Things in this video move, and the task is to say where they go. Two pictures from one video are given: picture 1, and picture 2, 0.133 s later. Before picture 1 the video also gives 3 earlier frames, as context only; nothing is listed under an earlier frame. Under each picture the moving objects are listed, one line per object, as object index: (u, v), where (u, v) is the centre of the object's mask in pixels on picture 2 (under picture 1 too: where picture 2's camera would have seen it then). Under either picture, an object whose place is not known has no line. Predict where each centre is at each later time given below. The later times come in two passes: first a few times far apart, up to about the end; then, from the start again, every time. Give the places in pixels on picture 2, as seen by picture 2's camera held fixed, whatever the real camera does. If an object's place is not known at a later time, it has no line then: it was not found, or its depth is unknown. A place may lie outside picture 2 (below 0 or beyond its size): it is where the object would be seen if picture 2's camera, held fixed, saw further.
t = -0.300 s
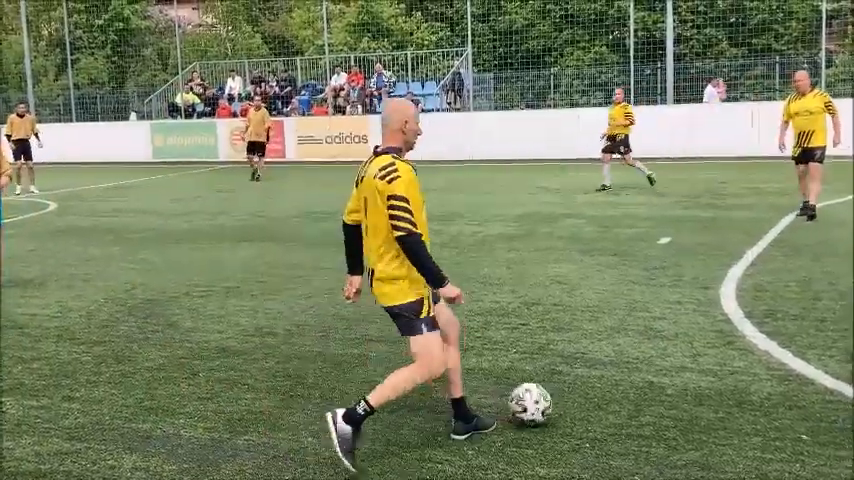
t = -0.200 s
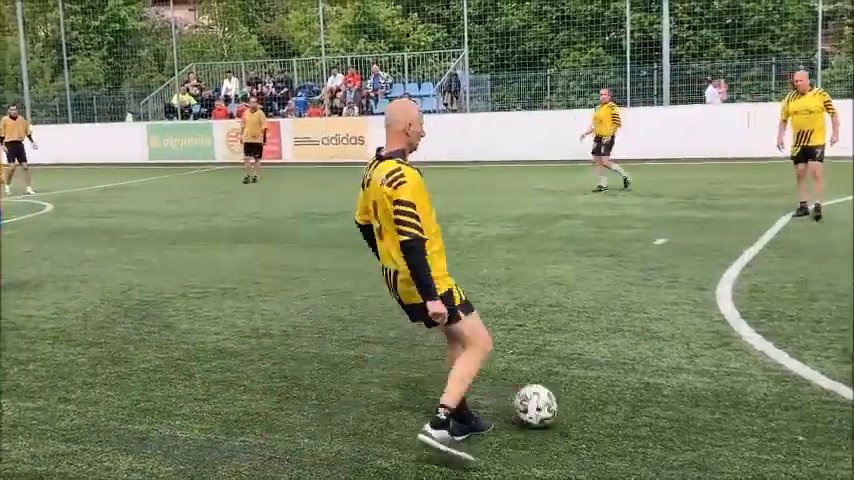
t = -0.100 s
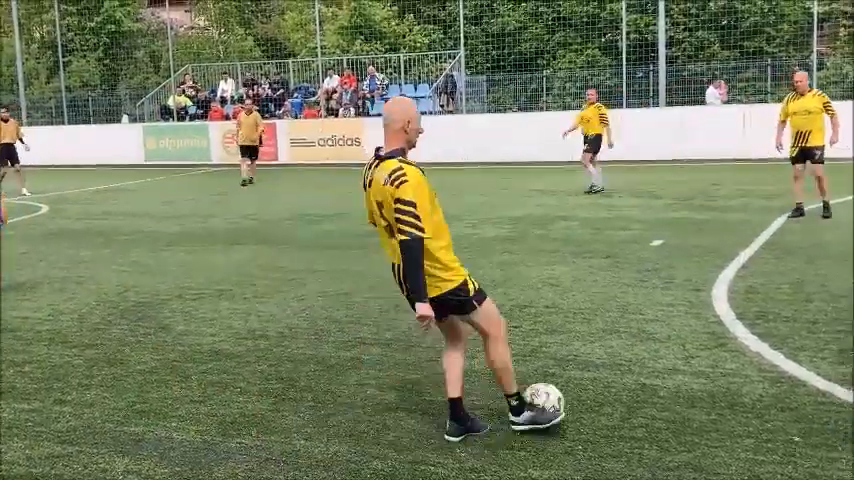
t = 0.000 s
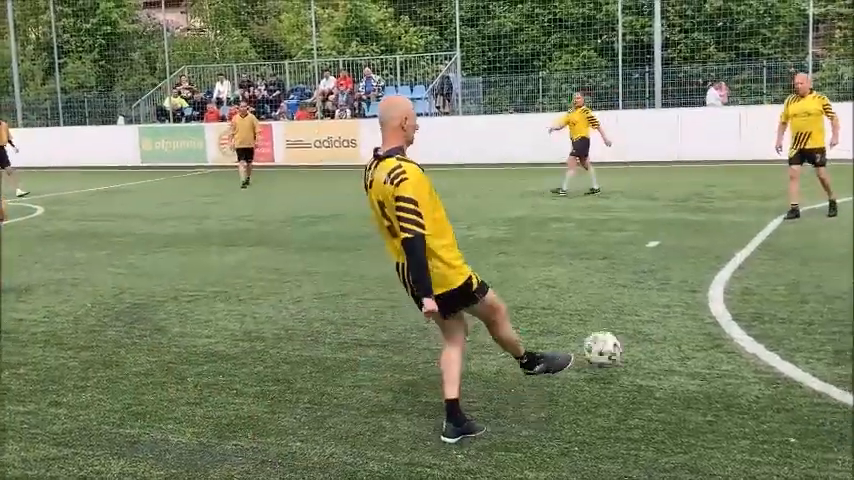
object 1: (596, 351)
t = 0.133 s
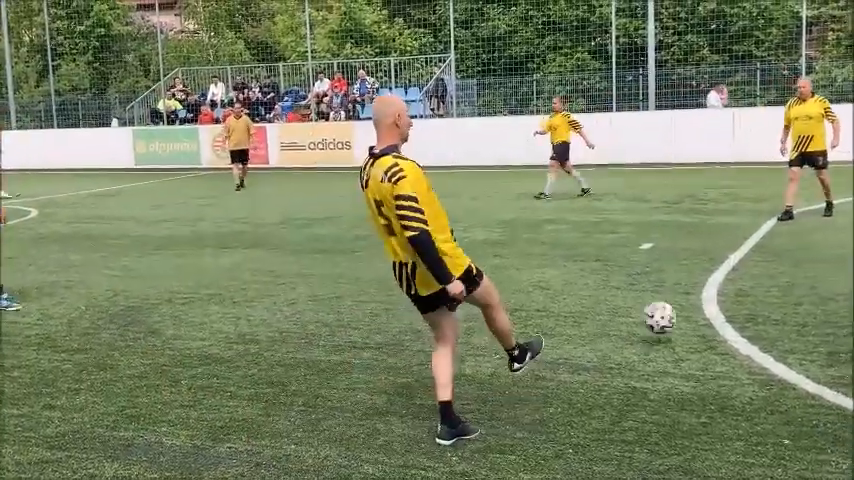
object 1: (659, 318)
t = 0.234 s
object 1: (693, 300)
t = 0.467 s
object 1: (745, 264)
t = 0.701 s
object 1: (776, 236)
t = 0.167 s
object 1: (673, 315)
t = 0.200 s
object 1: (685, 313)
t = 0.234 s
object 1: (693, 300)
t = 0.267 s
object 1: (701, 290)
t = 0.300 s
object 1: (710, 281)
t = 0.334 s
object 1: (717, 275)
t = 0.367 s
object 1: (725, 269)
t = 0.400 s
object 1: (731, 266)
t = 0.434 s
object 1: (738, 264)
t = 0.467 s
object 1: (745, 264)
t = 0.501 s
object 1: (750, 265)
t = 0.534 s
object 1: (755, 263)
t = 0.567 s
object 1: (760, 255)
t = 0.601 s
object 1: (764, 248)
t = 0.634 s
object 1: (769, 243)
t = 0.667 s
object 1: (772, 239)
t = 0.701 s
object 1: (776, 236)
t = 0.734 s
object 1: (779, 235)
